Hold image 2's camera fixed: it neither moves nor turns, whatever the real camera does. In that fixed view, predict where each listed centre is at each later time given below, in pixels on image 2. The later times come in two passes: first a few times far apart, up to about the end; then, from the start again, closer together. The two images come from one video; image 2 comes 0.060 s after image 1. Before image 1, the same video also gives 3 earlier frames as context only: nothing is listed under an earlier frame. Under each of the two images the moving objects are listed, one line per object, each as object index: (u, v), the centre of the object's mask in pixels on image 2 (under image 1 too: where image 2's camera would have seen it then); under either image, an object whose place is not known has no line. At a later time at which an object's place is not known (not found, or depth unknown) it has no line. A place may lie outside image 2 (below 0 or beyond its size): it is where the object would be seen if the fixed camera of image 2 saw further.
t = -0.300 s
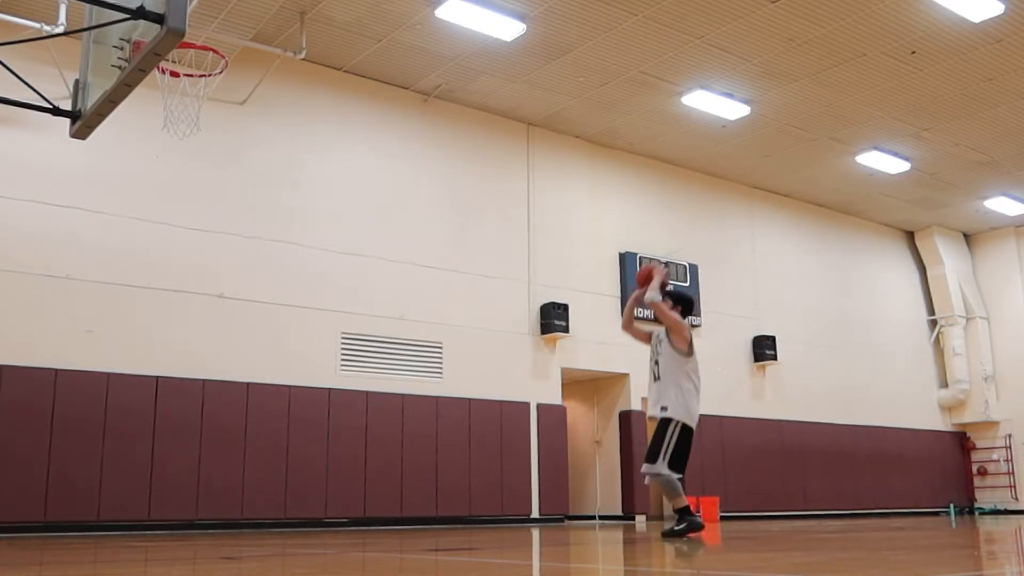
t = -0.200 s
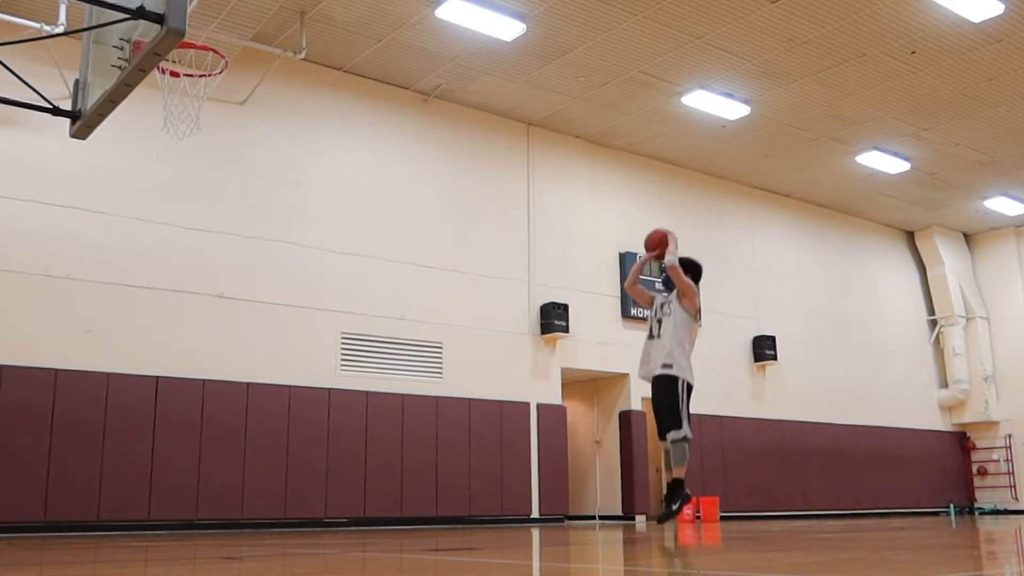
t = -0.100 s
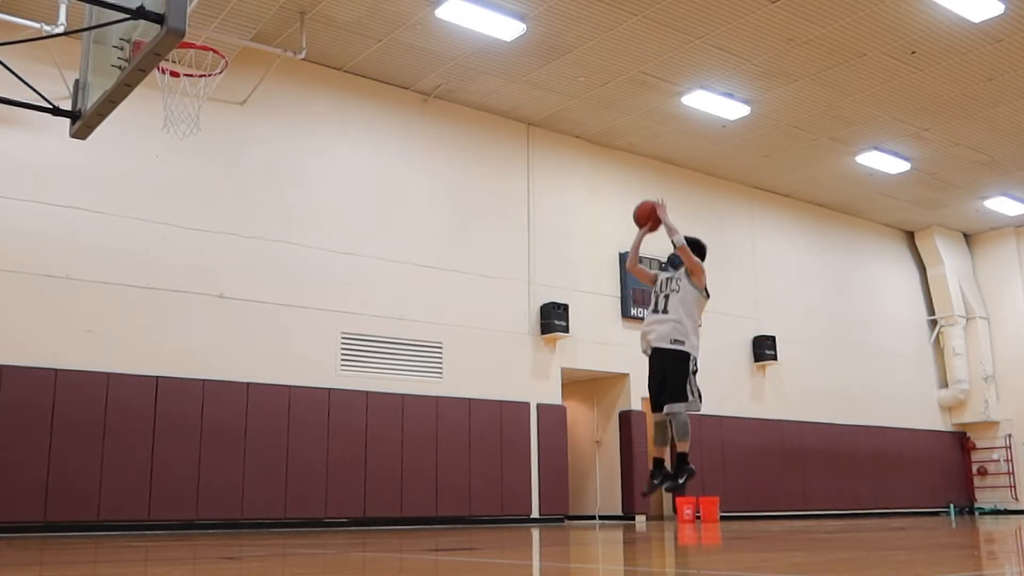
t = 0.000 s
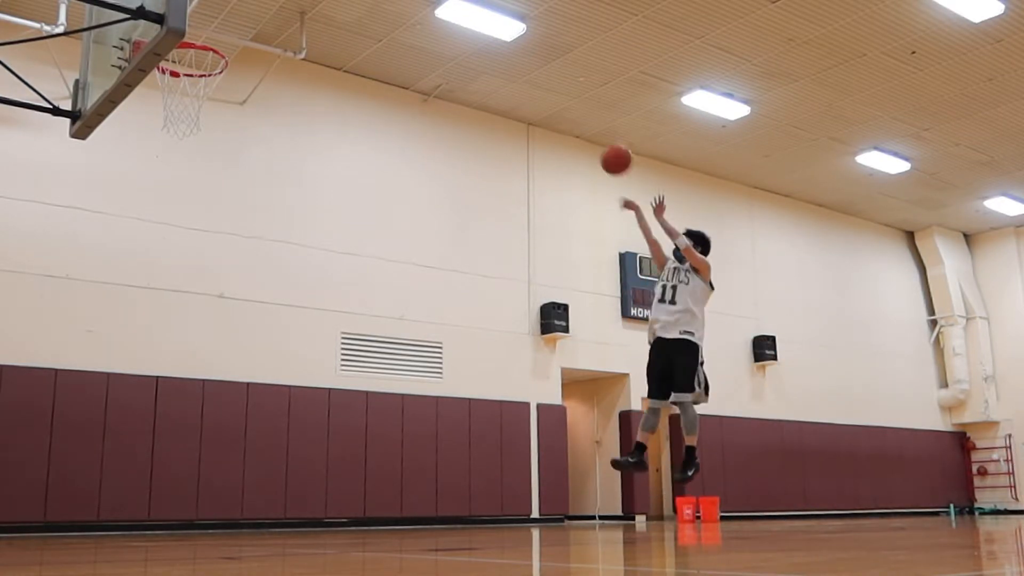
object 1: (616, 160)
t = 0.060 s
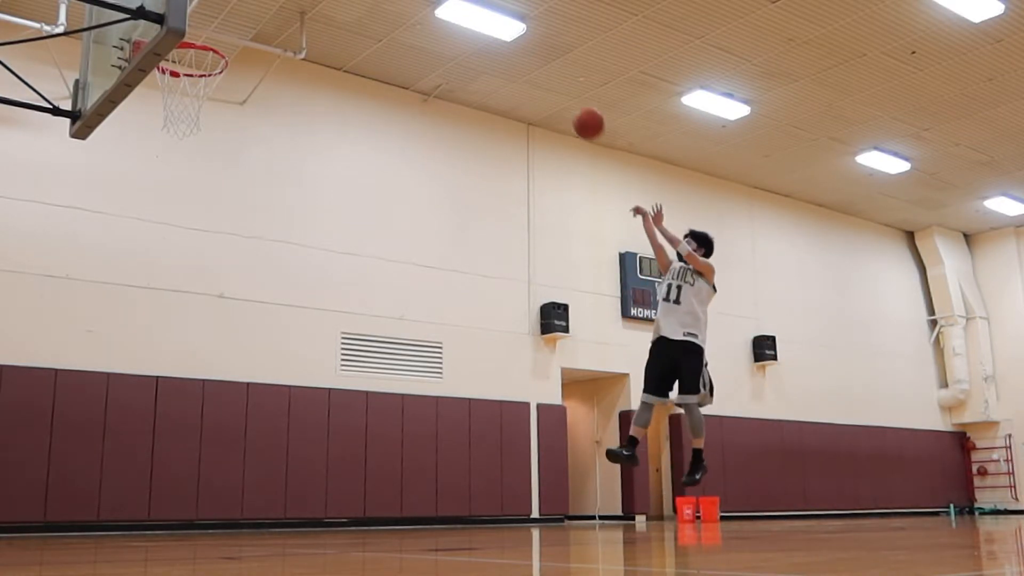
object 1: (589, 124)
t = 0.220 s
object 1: (516, 48)
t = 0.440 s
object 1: (413, 4)
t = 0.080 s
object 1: (580, 113)
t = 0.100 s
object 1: (570, 102)
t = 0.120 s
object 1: (562, 92)
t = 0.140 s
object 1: (552, 82)
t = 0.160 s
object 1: (544, 73)
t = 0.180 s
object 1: (535, 64)
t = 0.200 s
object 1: (525, 56)
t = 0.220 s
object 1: (516, 48)
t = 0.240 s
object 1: (507, 42)
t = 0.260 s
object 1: (498, 35)
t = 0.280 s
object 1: (488, 28)
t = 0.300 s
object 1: (479, 21)
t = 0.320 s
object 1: (470, 16)
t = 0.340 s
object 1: (460, 12)
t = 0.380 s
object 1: (440, 8)
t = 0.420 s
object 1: (422, 5)
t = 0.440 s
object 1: (413, 4)
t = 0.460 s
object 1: (403, 3)
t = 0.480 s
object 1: (394, 3)
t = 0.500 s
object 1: (384, 2)
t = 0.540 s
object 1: (364, 2)
